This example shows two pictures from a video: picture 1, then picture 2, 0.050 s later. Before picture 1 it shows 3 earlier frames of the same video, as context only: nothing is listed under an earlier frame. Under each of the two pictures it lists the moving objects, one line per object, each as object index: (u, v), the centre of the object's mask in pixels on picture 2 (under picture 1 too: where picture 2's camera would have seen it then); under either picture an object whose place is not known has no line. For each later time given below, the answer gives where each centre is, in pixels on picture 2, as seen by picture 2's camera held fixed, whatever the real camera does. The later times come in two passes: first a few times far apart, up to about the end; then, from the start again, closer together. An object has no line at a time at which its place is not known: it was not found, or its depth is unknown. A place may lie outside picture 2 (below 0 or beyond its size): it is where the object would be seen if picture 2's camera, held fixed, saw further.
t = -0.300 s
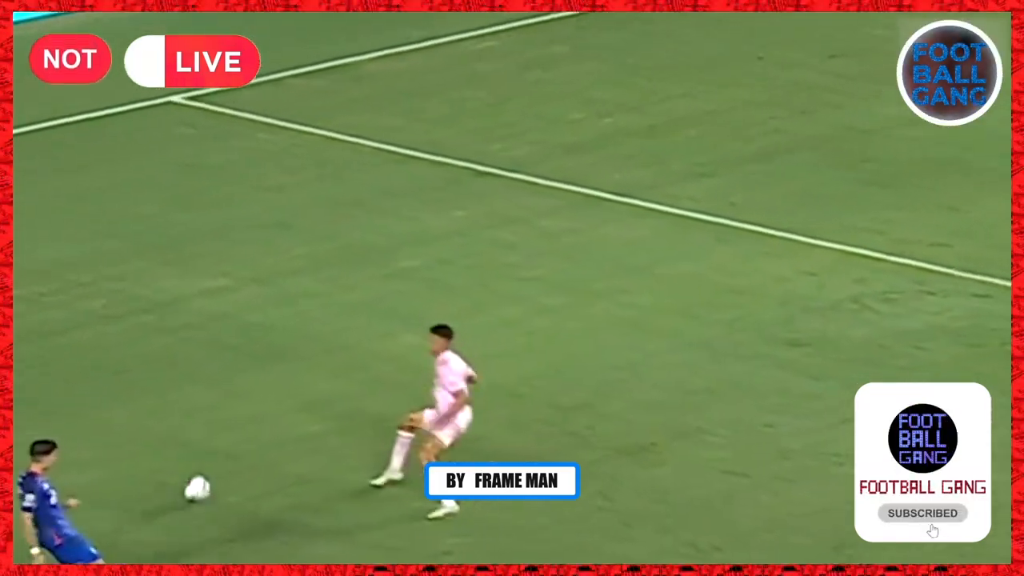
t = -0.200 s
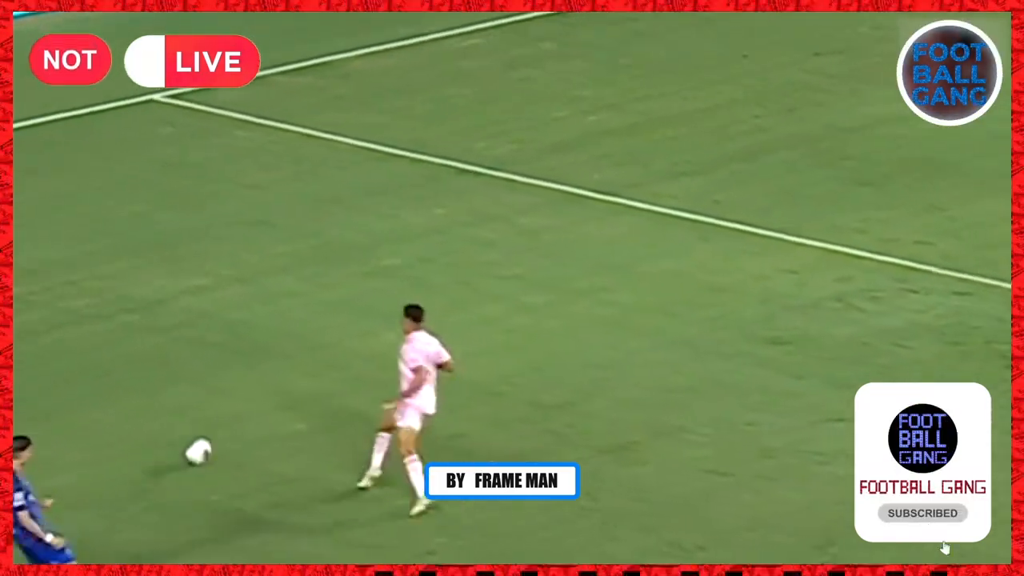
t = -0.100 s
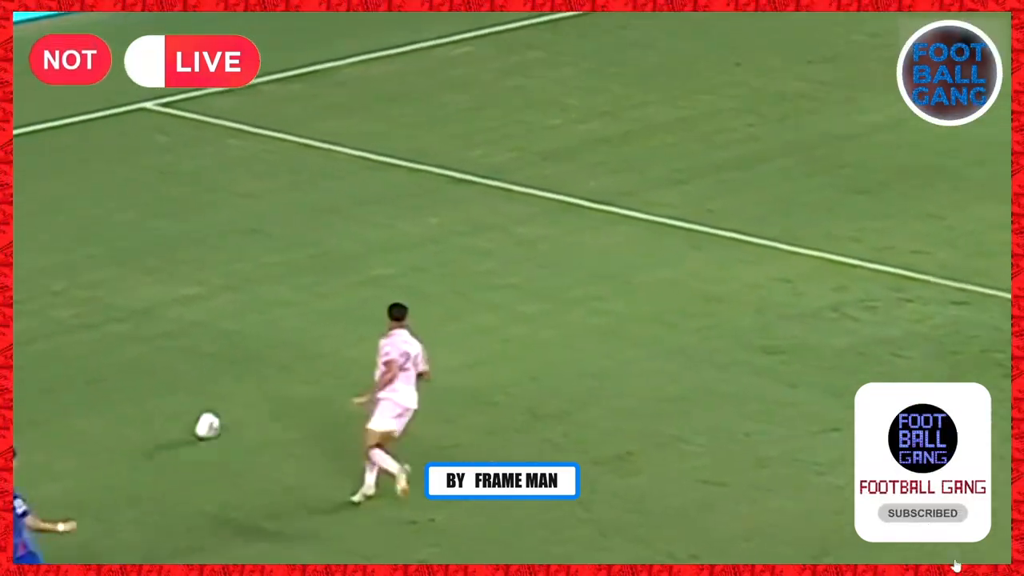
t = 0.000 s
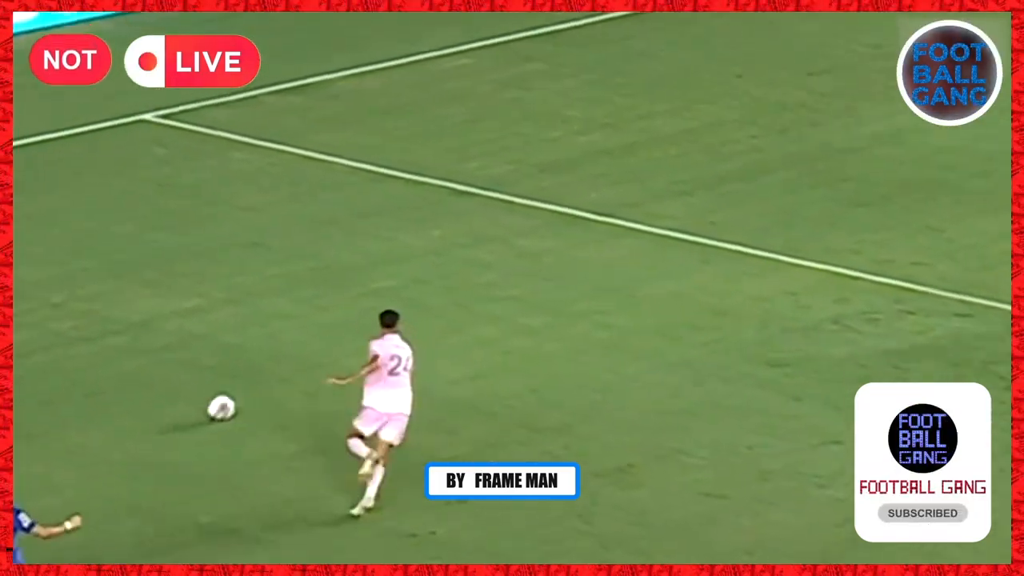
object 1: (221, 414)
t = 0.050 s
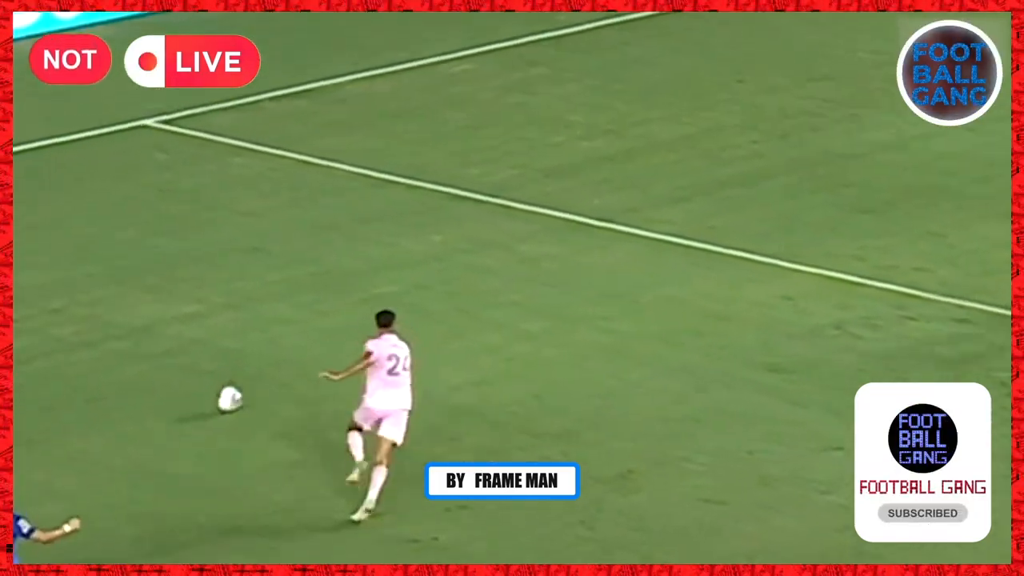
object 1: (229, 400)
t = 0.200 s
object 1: (249, 360)
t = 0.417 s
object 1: (273, 314)
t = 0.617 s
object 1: (287, 278)
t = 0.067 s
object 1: (232, 395)
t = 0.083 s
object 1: (234, 391)
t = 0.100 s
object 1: (236, 387)
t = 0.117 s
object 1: (238, 381)
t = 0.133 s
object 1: (240, 377)
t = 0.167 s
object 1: (244, 369)
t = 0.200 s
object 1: (249, 360)
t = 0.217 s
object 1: (251, 356)
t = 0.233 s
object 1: (252, 352)
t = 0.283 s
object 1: (259, 341)
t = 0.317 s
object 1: (262, 334)
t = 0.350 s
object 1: (266, 326)
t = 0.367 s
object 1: (268, 322)
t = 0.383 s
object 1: (269, 319)
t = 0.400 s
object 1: (270, 316)
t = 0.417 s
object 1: (273, 314)
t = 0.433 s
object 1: (274, 311)
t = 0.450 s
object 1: (274, 307)
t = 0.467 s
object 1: (276, 304)
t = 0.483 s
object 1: (277, 300)
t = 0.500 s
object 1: (279, 297)
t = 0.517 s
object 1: (279, 293)
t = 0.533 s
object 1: (281, 291)
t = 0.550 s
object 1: (282, 289)
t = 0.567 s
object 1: (284, 286)
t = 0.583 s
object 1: (285, 284)
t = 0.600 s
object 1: (286, 282)
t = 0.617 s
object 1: (287, 278)
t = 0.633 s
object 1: (289, 275)
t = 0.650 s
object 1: (290, 272)
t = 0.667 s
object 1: (290, 269)
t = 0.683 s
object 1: (291, 267)
